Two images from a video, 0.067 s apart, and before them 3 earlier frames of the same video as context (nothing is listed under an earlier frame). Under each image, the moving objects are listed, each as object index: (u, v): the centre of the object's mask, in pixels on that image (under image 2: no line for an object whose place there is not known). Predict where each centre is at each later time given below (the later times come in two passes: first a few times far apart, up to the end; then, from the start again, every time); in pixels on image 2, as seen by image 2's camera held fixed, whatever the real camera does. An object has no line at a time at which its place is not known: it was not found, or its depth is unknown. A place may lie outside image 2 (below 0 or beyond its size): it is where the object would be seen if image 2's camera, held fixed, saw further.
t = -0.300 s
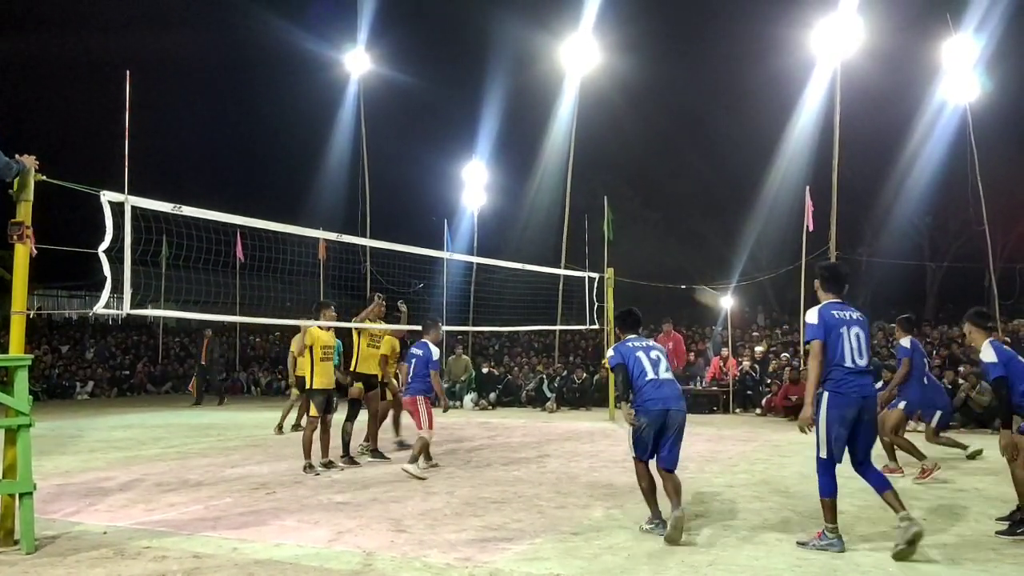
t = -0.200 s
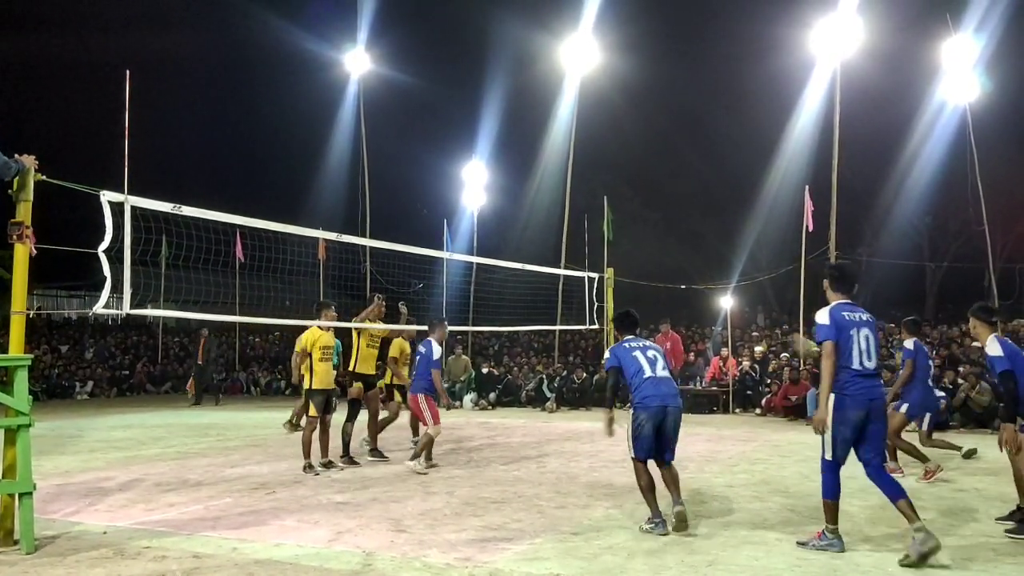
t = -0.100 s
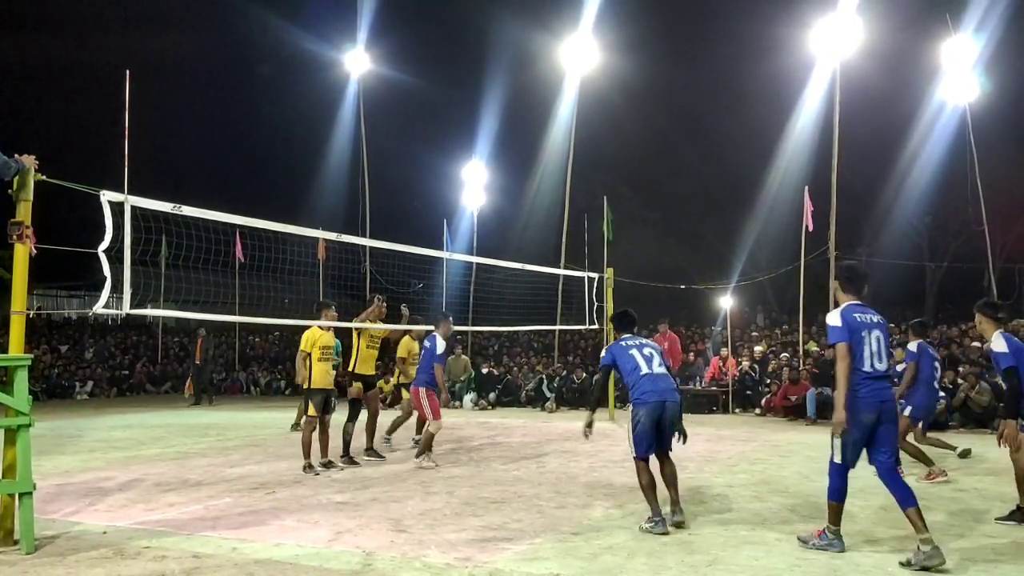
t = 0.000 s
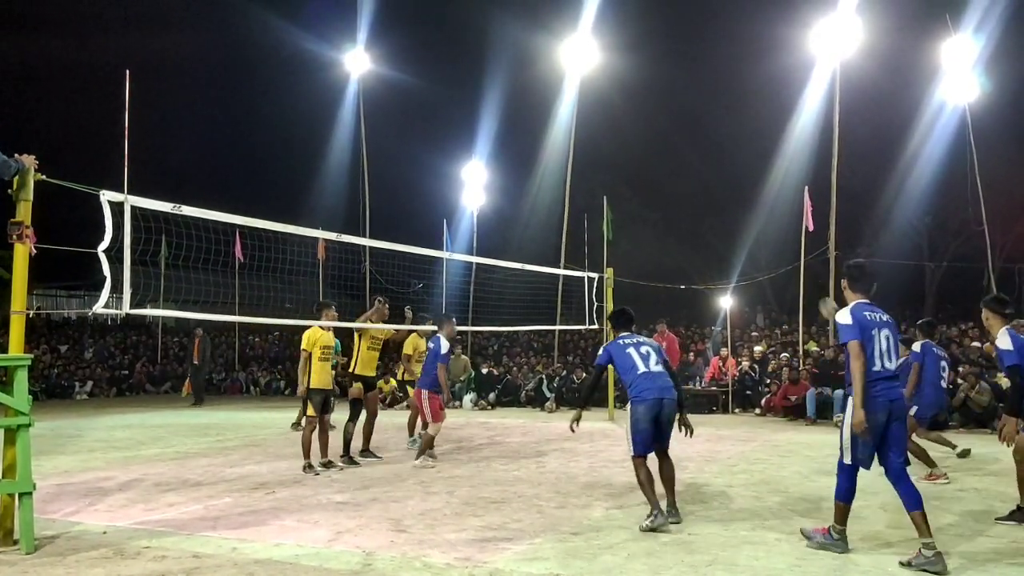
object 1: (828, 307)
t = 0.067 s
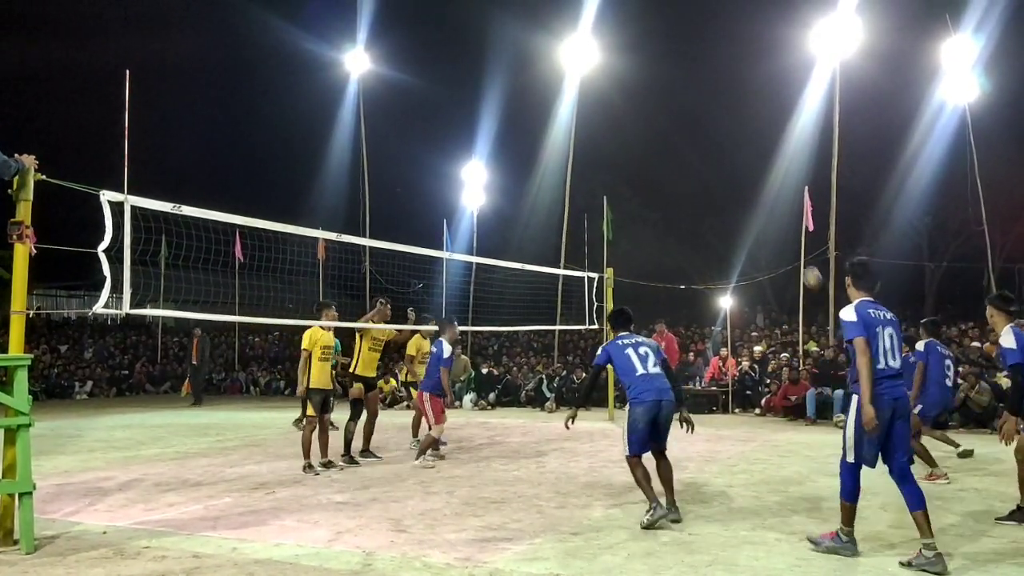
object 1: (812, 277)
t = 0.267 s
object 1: (762, 204)
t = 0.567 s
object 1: (690, 152)
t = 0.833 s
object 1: (625, 165)
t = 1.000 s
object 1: (584, 203)
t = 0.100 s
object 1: (803, 262)
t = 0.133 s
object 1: (794, 249)
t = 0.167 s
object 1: (787, 237)
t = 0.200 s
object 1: (779, 225)
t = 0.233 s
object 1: (770, 215)
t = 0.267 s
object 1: (762, 204)
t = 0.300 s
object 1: (754, 195)
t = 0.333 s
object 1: (746, 187)
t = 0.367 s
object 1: (739, 179)
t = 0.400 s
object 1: (731, 172)
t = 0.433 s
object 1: (722, 167)
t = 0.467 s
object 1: (714, 162)
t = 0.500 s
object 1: (706, 158)
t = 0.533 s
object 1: (698, 154)
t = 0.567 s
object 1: (690, 152)
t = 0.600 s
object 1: (681, 150)
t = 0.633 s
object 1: (674, 149)
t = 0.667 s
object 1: (666, 150)
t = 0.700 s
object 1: (658, 151)
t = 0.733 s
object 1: (650, 153)
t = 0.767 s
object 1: (641, 156)
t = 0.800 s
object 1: (633, 160)
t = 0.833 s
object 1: (625, 165)
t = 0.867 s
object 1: (616, 171)
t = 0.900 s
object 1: (608, 177)
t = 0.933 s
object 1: (601, 185)
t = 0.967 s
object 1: (592, 194)
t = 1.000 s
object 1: (584, 203)
